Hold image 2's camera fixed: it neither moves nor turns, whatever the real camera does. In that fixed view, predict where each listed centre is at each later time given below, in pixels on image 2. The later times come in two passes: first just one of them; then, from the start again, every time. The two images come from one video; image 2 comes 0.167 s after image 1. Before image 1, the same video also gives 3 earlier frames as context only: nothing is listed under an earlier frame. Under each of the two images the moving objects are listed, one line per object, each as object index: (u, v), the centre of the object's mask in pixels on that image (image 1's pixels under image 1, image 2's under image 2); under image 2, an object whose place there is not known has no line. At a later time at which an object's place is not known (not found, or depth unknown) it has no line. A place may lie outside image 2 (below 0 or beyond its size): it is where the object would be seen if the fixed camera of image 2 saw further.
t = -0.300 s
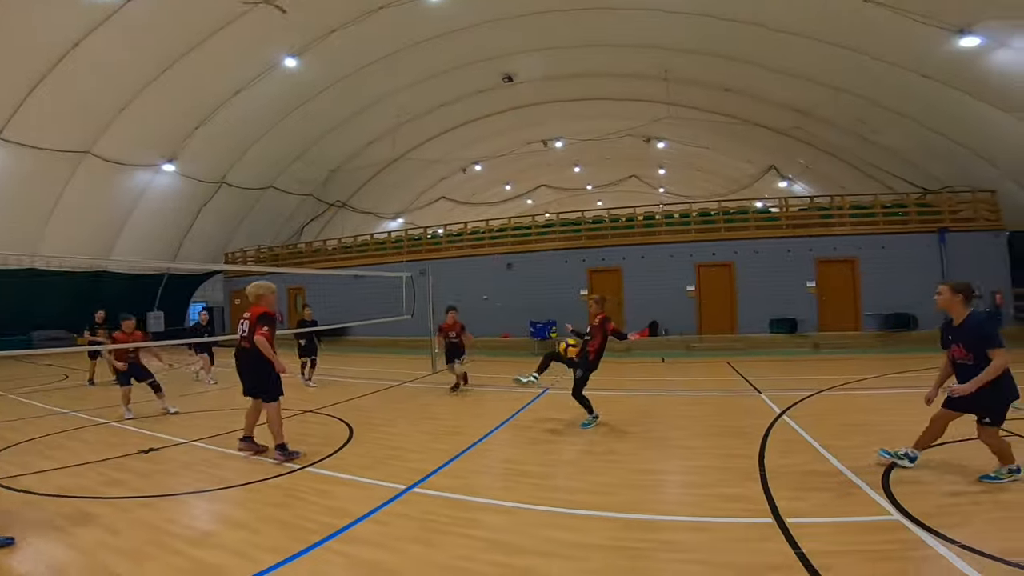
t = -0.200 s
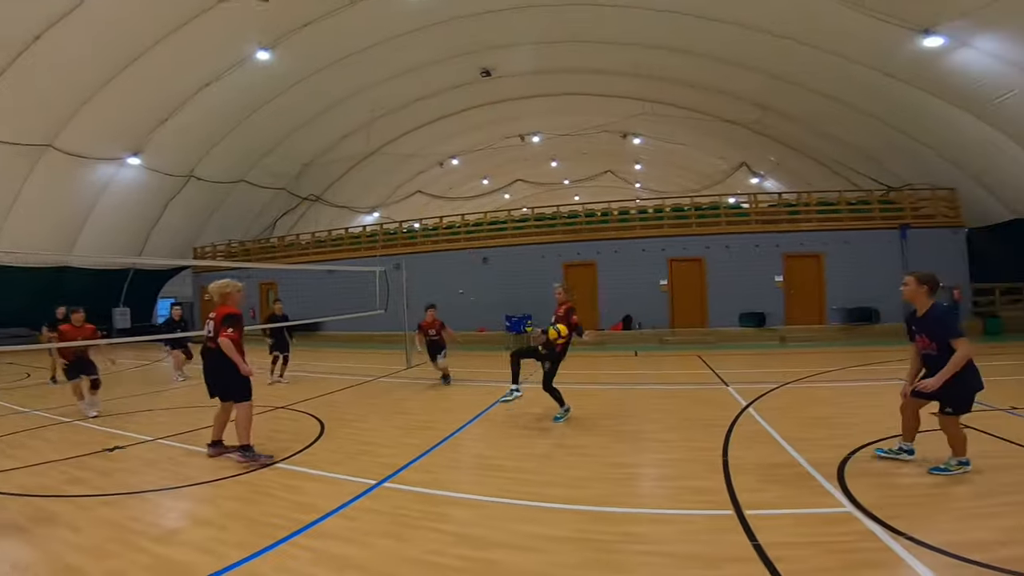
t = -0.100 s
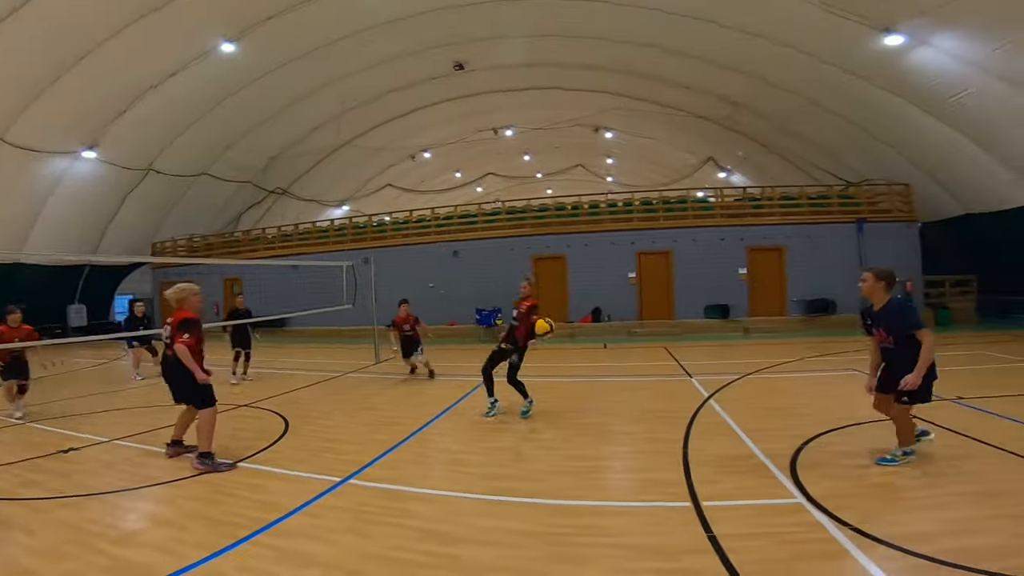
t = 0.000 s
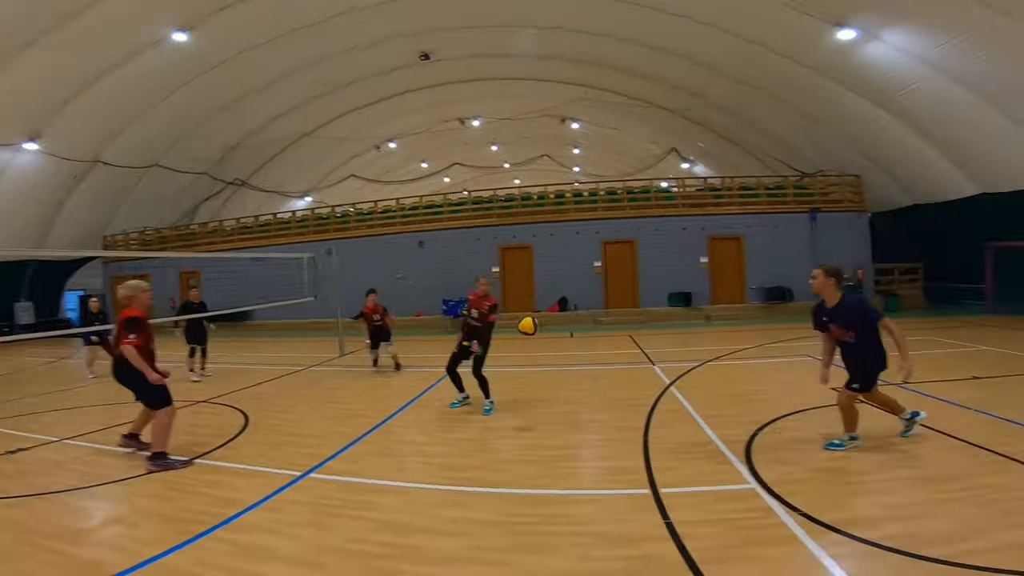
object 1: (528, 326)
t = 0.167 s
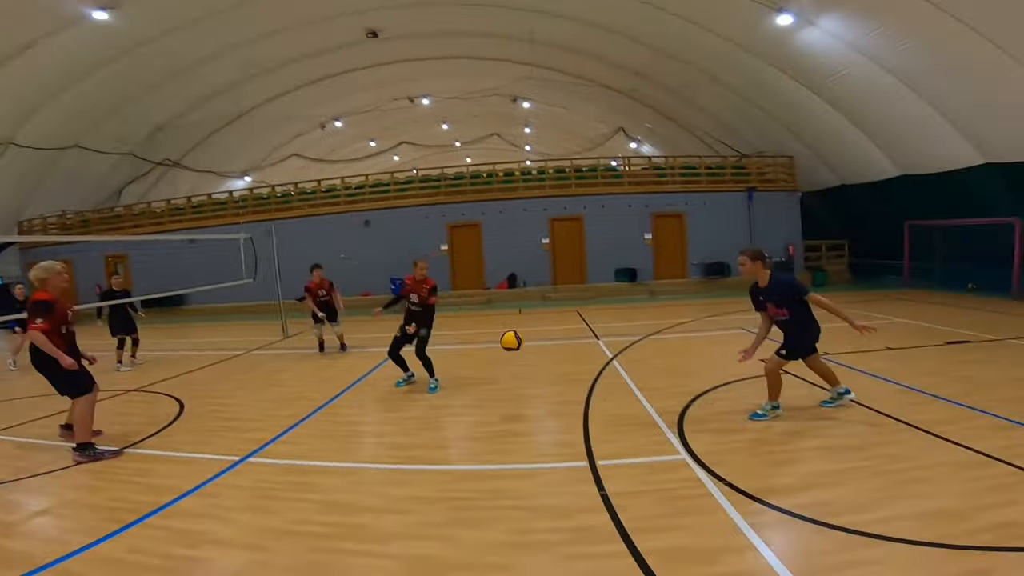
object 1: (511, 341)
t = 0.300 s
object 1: (548, 392)
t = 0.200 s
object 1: (521, 352)
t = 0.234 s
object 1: (531, 363)
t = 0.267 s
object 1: (539, 378)
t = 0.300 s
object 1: (548, 392)
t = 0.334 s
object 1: (557, 408)
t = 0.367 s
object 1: (567, 417)
